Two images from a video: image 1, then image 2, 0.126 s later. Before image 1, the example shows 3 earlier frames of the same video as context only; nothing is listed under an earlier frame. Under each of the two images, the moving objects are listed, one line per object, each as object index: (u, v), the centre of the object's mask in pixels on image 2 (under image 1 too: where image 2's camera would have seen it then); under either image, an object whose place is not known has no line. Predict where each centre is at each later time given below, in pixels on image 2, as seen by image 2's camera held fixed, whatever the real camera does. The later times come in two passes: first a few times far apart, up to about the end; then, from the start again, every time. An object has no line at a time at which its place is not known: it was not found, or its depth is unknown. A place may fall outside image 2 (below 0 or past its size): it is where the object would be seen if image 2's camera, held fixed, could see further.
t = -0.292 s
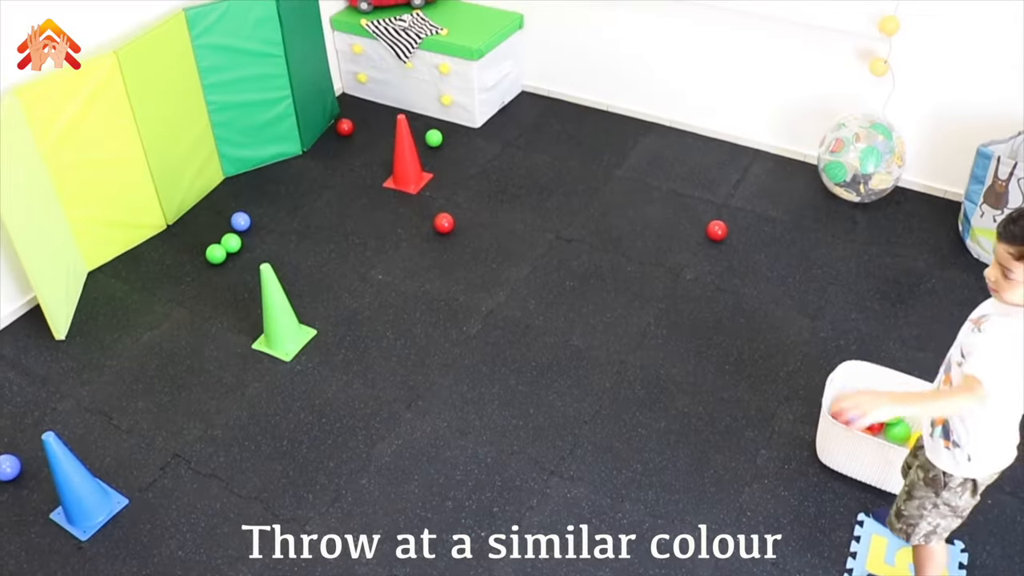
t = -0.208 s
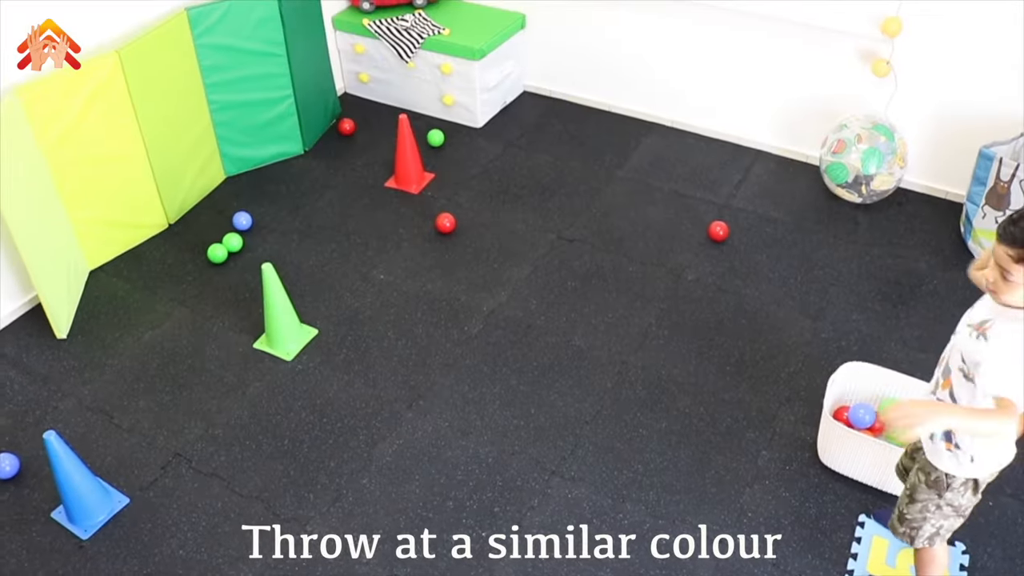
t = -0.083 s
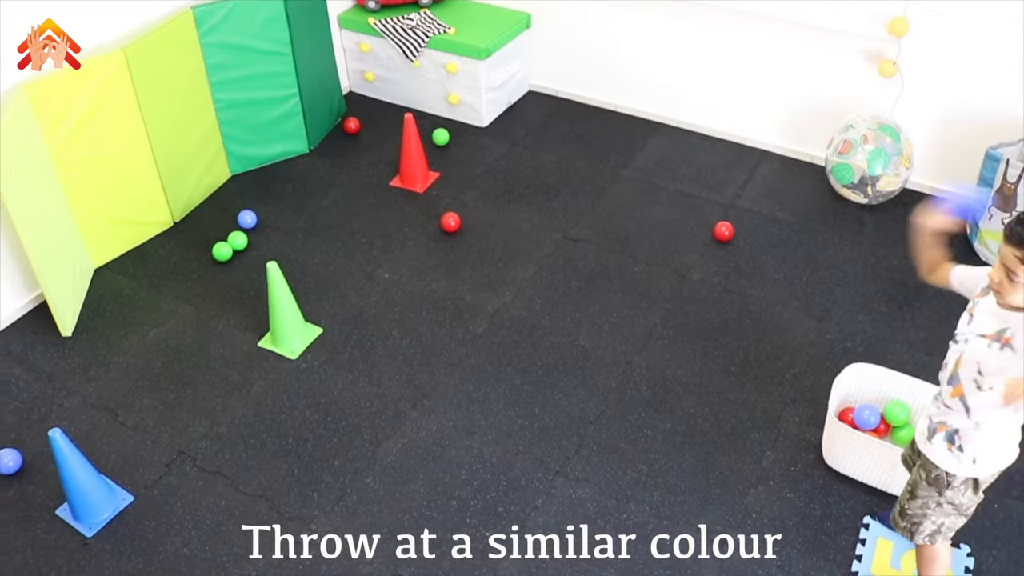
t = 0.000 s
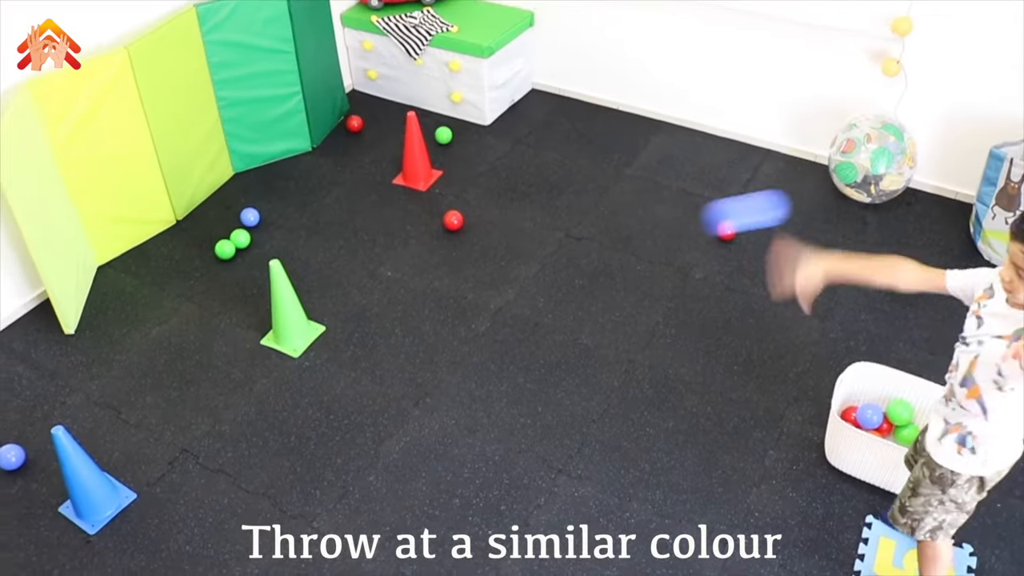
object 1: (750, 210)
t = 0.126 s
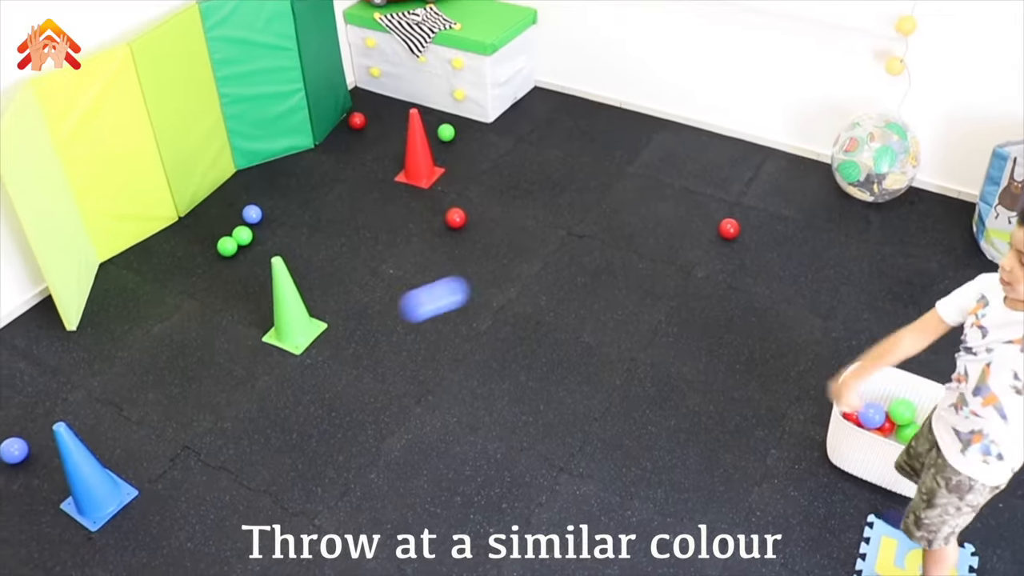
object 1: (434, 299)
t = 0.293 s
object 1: (171, 436)
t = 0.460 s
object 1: (37, 402)
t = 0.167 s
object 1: (352, 333)
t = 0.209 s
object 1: (280, 369)
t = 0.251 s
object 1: (222, 402)
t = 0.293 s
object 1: (171, 436)
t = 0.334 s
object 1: (130, 451)
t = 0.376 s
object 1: (97, 431)
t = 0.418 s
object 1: (66, 414)
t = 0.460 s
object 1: (37, 402)
